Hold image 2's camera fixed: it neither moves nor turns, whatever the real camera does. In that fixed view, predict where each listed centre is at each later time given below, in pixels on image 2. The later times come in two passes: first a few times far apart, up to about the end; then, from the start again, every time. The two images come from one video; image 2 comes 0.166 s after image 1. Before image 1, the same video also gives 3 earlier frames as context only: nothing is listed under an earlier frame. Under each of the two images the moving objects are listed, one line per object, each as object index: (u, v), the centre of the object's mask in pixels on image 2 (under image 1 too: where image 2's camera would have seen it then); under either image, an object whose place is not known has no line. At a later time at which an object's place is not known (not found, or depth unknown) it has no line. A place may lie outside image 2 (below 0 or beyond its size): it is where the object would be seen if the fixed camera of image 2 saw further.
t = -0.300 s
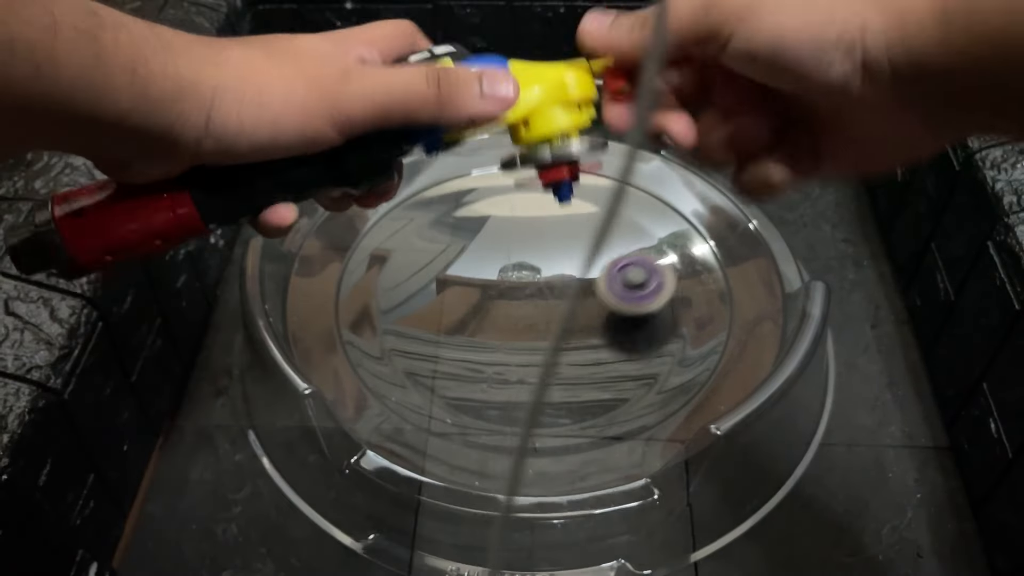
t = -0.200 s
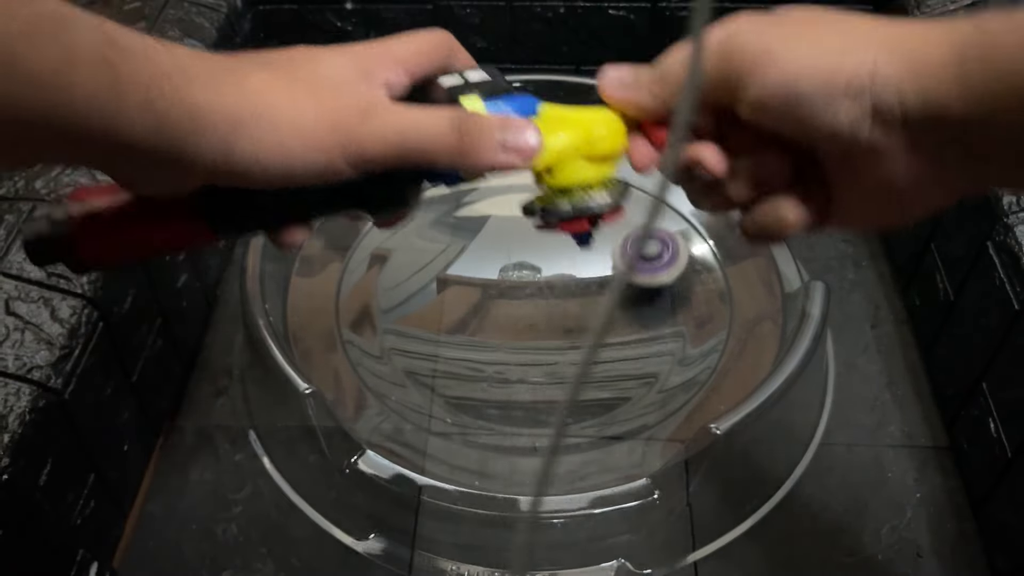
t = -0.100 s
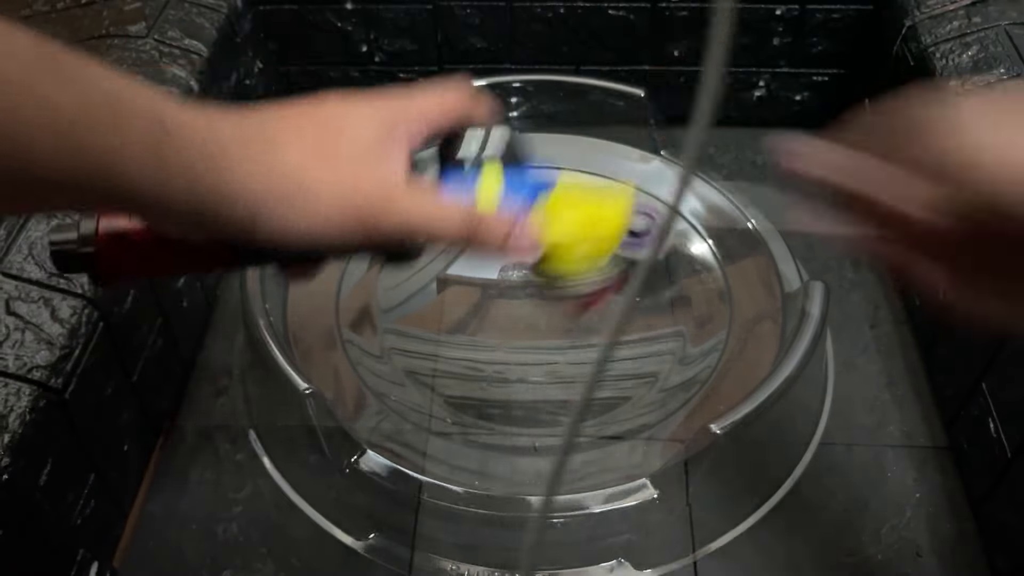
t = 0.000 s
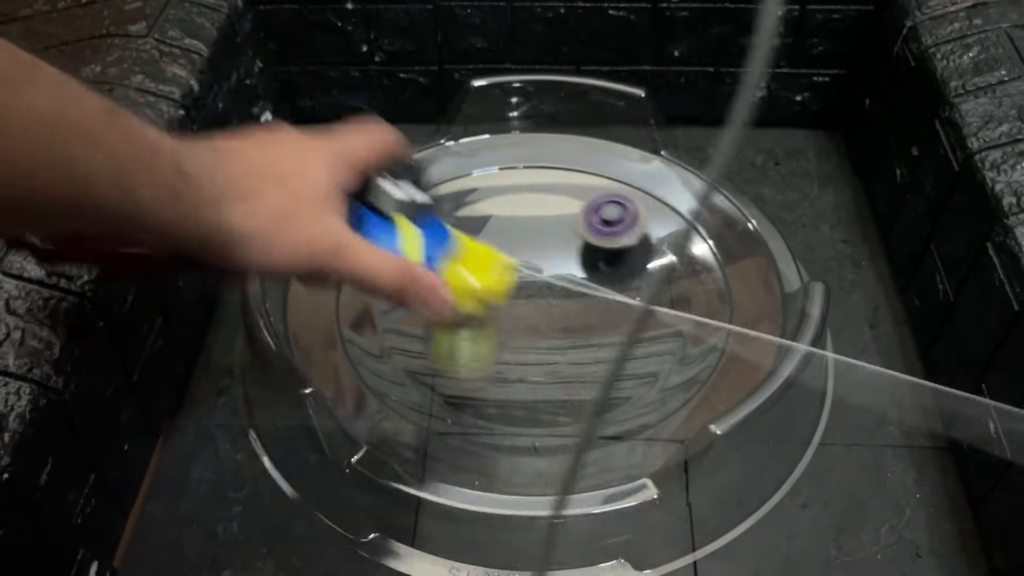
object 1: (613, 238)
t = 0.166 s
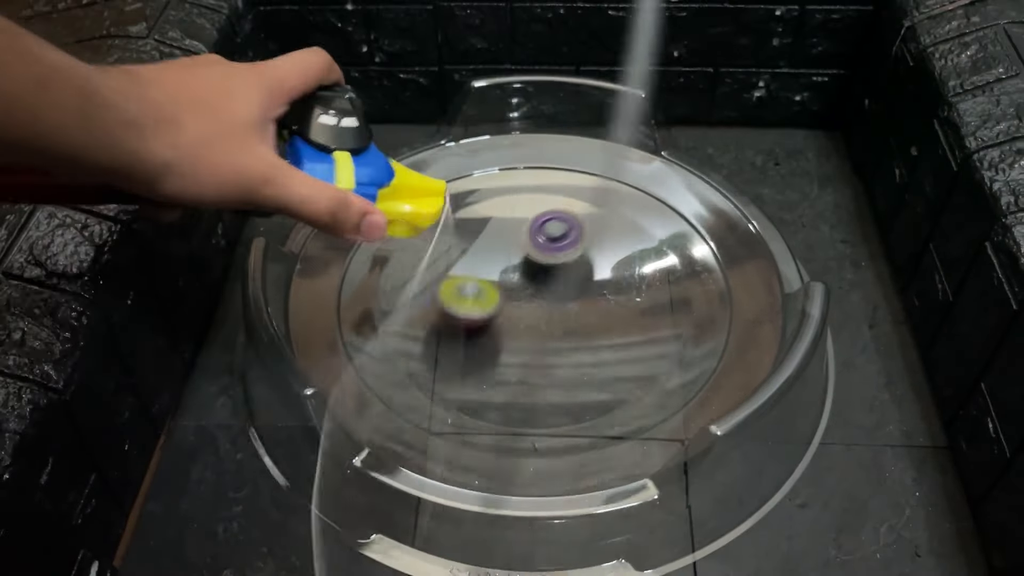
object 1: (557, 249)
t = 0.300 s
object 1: (721, 203)
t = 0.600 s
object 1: (782, 160)
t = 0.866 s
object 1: (776, 157)
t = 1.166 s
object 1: (779, 158)
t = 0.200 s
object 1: (547, 252)
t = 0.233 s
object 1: (572, 244)
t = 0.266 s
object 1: (654, 230)
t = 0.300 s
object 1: (721, 203)
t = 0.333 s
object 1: (761, 179)
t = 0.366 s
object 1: (811, 166)
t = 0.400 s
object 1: (860, 174)
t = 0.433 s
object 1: (873, 180)
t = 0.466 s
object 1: (836, 178)
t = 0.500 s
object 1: (808, 176)
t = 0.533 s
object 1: (800, 165)
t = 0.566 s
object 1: (791, 159)
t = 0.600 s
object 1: (782, 160)
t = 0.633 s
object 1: (775, 157)
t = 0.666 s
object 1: (770, 158)
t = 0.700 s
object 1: (769, 158)
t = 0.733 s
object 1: (766, 155)
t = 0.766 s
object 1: (776, 158)
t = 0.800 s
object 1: (774, 158)
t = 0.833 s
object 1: (775, 157)
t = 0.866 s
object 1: (776, 157)
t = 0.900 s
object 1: (776, 157)
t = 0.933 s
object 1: (777, 157)
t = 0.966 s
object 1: (778, 158)
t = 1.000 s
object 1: (778, 158)
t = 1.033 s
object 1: (778, 157)
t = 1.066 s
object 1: (777, 157)
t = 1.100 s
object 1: (780, 159)
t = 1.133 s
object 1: (781, 159)
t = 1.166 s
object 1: (779, 158)
